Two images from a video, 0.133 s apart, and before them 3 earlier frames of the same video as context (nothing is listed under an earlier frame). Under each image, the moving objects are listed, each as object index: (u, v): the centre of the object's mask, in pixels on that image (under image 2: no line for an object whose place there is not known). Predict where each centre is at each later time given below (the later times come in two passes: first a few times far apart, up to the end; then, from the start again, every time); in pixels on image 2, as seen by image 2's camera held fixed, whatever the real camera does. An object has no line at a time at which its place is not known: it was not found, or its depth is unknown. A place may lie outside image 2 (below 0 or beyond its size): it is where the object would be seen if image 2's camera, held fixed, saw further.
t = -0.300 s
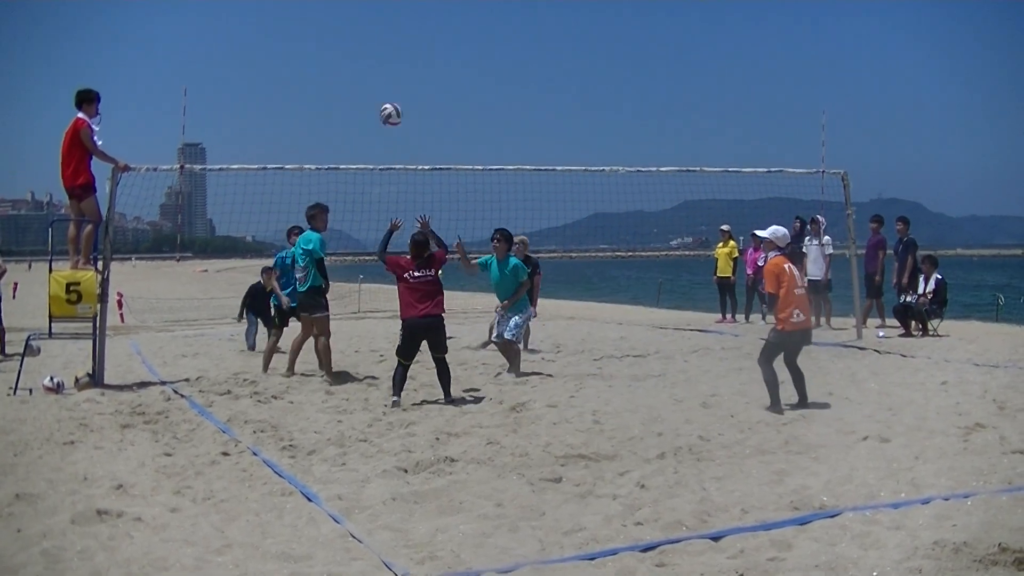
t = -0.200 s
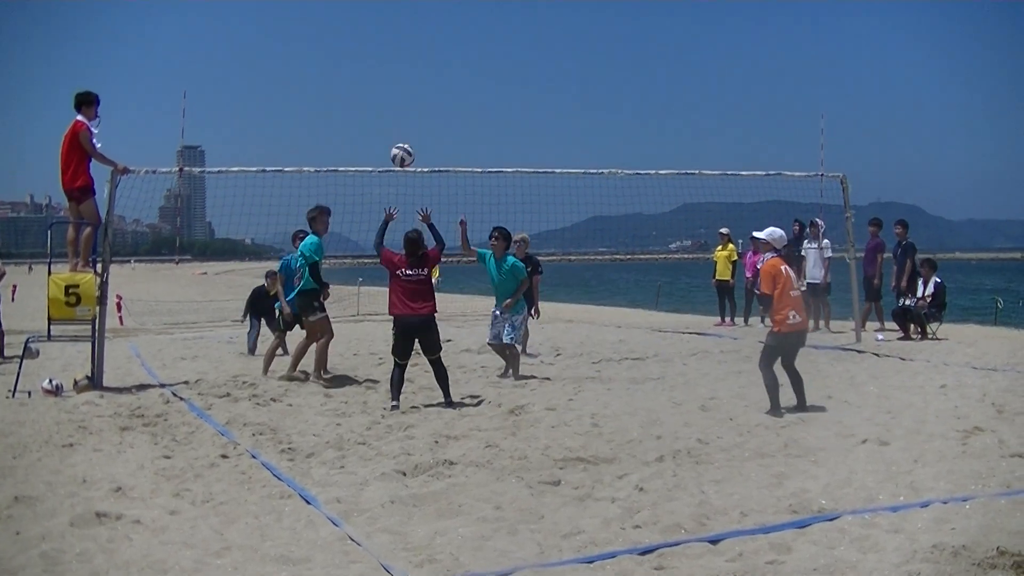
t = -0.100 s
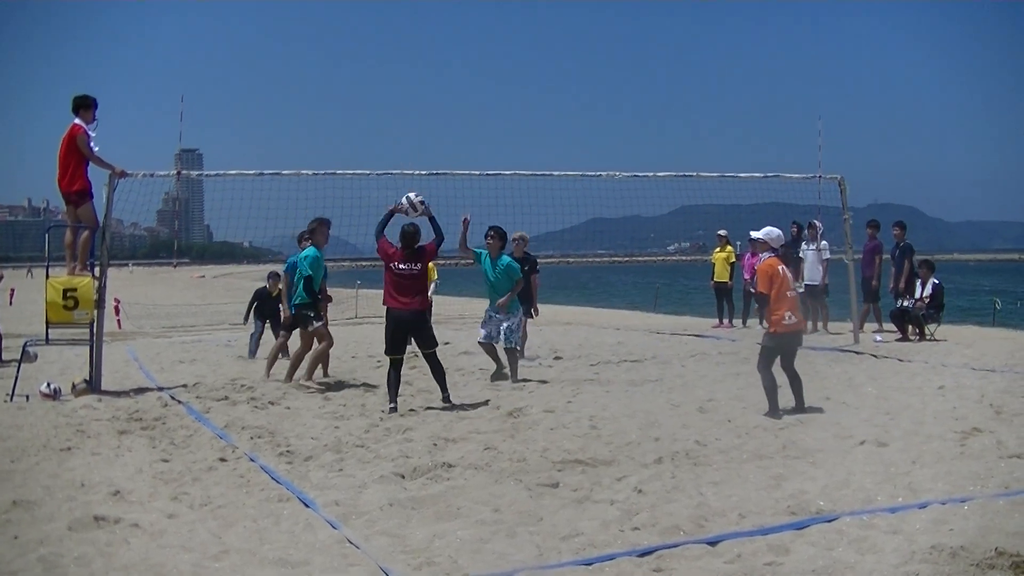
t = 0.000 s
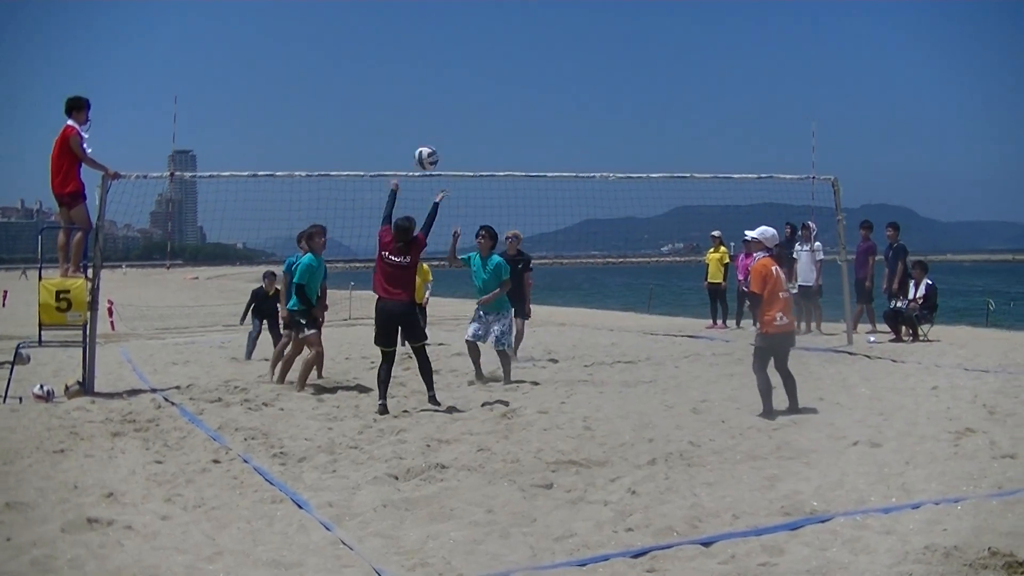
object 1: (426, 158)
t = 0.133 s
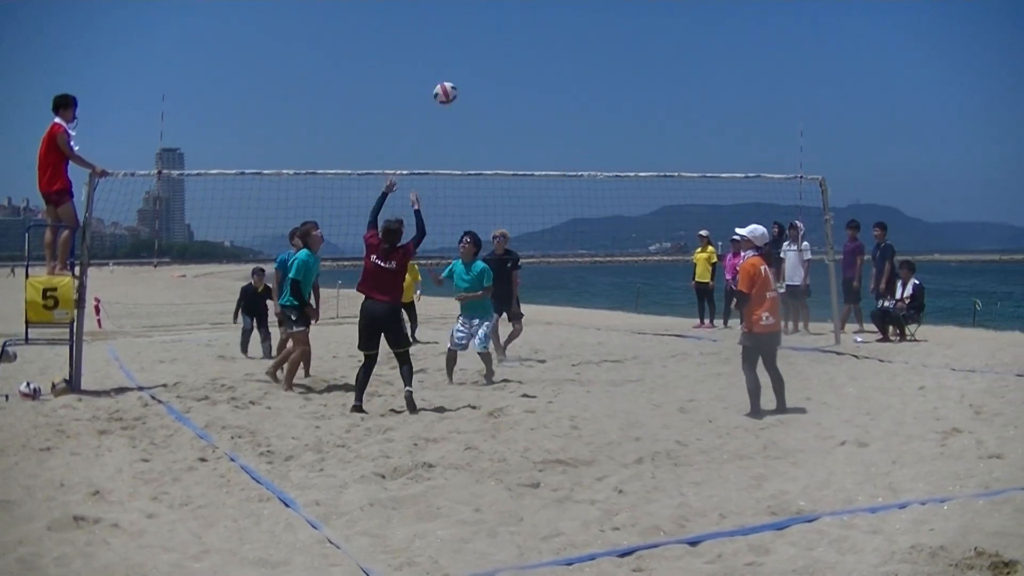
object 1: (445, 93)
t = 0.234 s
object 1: (466, 61)
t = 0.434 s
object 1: (507, 29)
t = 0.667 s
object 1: (553, 43)
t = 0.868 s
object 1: (596, 98)
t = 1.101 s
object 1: (645, 212)
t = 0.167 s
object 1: (452, 82)
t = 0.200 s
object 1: (459, 71)
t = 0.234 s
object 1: (466, 61)
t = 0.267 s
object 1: (472, 53)
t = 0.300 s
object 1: (479, 46)
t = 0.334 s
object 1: (486, 39)
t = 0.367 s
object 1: (493, 35)
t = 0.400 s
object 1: (500, 32)
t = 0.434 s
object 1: (507, 29)
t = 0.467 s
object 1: (514, 28)
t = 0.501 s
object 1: (520, 28)
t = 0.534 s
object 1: (528, 28)
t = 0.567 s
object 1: (534, 30)
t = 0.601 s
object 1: (539, 33)
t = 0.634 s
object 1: (546, 38)
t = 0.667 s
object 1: (553, 43)
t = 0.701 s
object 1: (562, 49)
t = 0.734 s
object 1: (569, 56)
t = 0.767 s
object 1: (577, 66)
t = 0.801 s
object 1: (584, 76)
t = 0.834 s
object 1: (590, 86)
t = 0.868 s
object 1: (596, 98)
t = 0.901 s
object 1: (603, 111)
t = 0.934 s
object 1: (609, 125)
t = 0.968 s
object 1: (617, 140)
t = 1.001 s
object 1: (624, 157)
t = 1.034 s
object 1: (631, 174)
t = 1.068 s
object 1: (638, 192)
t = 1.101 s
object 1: (645, 212)
